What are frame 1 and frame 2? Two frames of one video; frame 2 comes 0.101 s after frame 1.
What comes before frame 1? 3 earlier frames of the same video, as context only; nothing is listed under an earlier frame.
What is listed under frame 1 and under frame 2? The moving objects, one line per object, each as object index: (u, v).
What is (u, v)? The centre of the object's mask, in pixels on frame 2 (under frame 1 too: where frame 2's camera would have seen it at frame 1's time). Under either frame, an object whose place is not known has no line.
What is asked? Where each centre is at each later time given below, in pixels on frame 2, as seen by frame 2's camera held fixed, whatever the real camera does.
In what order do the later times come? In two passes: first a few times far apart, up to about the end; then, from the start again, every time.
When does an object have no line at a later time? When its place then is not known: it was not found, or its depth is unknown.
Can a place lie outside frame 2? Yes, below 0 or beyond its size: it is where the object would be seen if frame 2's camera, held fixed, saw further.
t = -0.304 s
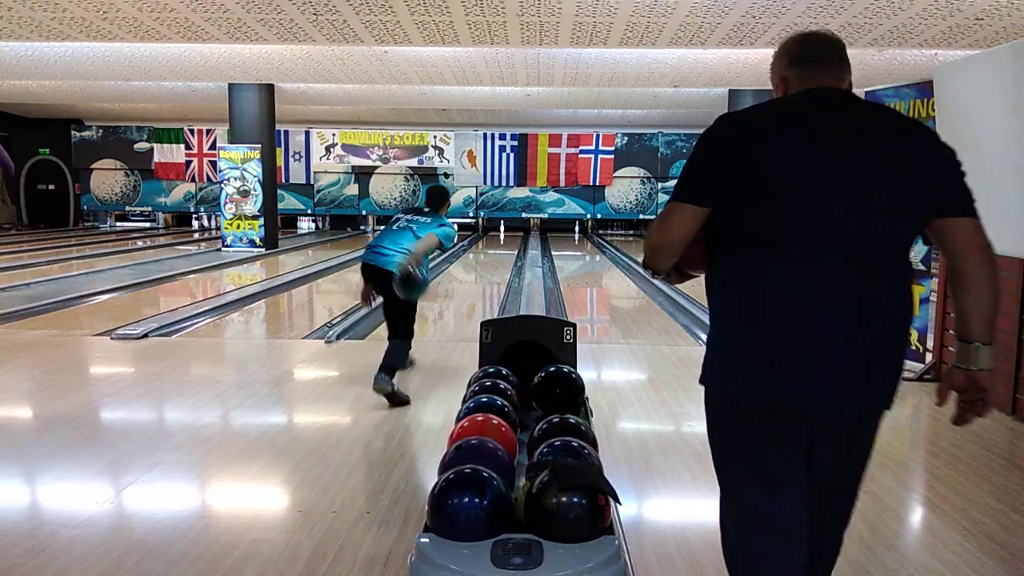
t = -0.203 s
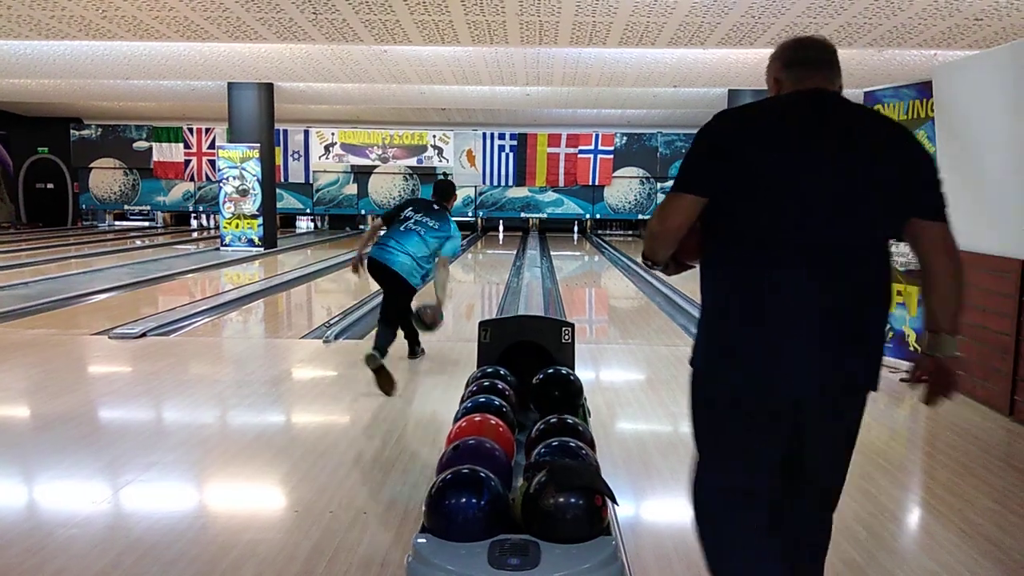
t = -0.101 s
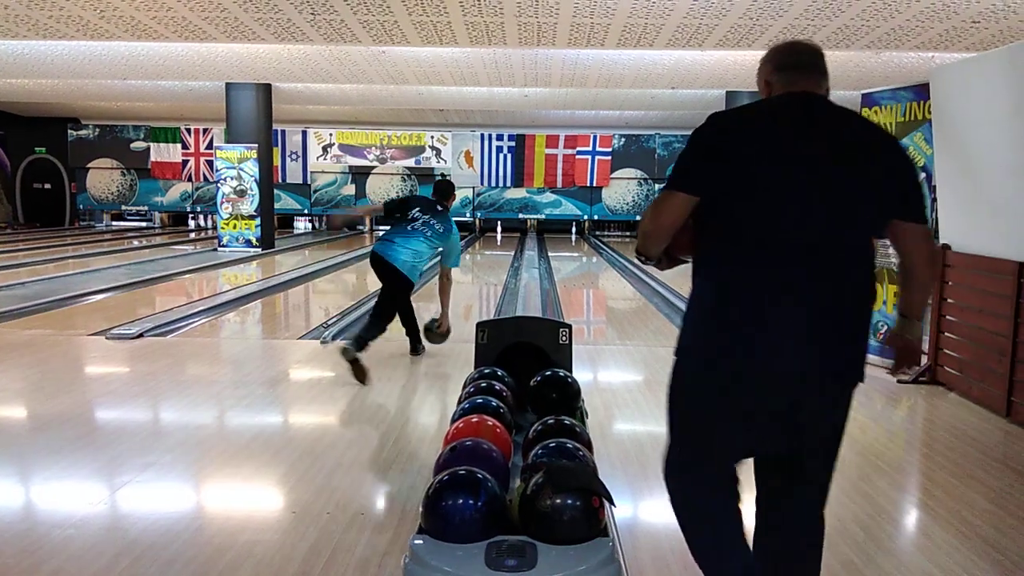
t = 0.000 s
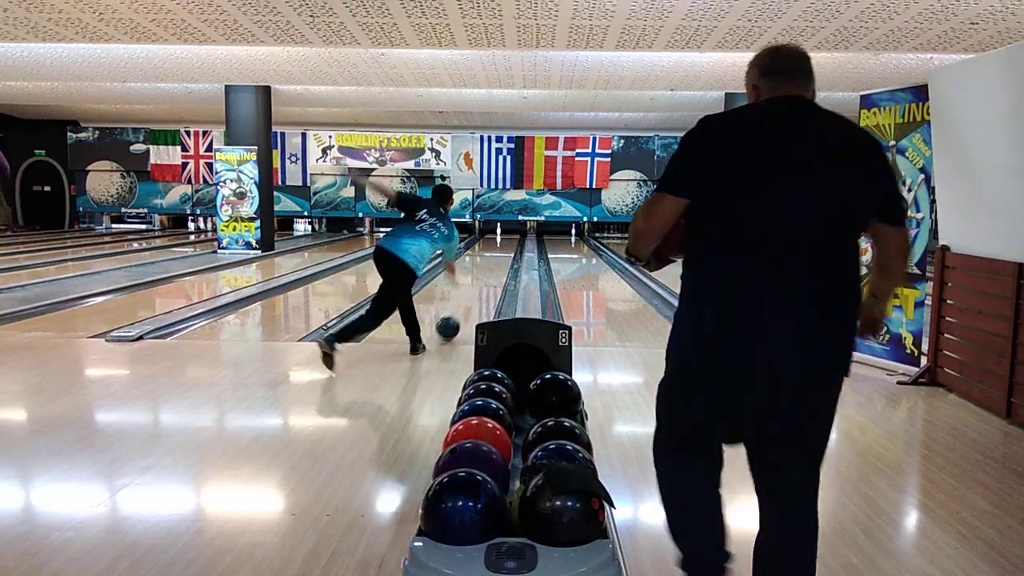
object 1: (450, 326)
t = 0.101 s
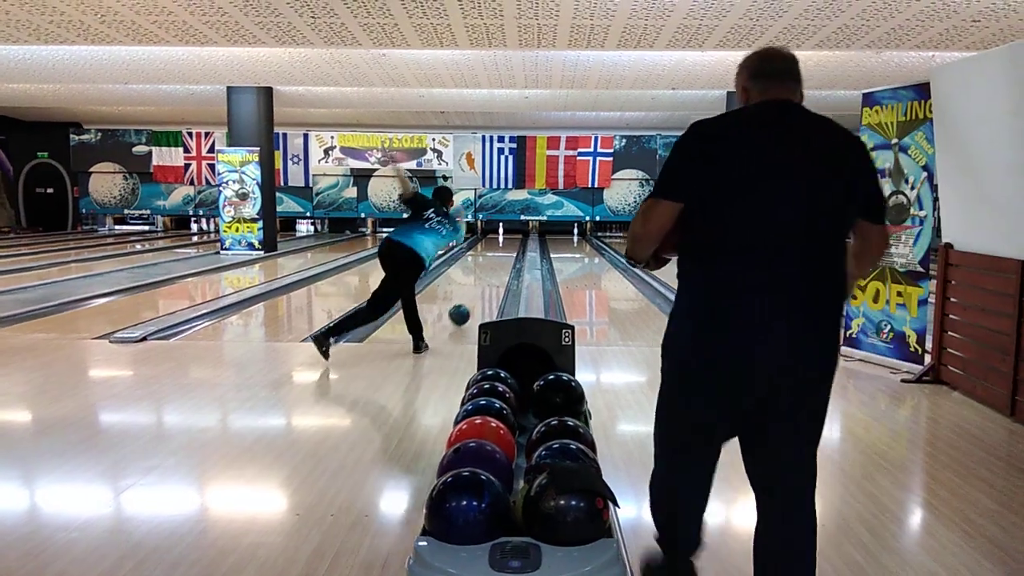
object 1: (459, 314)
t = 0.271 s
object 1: (470, 299)
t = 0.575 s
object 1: (483, 279)
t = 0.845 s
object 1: (491, 267)
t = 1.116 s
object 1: (496, 257)
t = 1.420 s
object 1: (501, 250)
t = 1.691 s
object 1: (504, 244)
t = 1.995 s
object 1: (505, 240)
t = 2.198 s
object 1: (505, 237)
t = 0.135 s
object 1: (461, 312)
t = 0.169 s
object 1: (464, 308)
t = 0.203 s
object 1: (466, 304)
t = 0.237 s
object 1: (468, 302)
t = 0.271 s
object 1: (470, 299)
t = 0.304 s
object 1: (472, 296)
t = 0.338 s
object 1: (473, 293)
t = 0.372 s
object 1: (475, 291)
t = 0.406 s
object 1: (476, 289)
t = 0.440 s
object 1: (478, 287)
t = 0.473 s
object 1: (479, 285)
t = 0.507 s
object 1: (481, 283)
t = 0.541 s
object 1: (482, 281)
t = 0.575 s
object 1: (483, 279)
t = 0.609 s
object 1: (484, 277)
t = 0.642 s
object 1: (485, 276)
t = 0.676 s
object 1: (486, 274)
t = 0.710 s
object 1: (487, 272)
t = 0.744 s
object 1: (488, 271)
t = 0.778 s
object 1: (489, 269)
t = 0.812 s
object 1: (490, 268)
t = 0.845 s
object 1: (491, 267)
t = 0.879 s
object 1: (492, 265)
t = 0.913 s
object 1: (492, 264)
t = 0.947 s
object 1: (493, 263)
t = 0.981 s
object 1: (494, 262)
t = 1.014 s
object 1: (494, 261)
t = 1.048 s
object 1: (495, 259)
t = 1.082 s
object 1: (496, 258)
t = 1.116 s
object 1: (496, 257)
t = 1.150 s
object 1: (497, 256)
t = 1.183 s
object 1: (498, 255)
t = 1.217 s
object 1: (498, 255)
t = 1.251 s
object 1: (498, 254)
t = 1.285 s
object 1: (499, 253)
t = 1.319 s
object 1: (500, 252)
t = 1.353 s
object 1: (500, 251)
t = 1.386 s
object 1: (500, 250)
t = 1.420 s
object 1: (501, 250)
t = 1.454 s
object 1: (501, 248)
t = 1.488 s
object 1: (502, 248)
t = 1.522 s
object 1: (502, 247)
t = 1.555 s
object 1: (503, 247)
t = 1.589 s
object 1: (503, 246)
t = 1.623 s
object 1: (503, 245)
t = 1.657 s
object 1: (504, 244)
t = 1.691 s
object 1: (504, 244)
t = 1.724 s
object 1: (504, 244)
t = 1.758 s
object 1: (504, 243)
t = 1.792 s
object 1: (505, 242)
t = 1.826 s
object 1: (505, 242)
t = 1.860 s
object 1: (505, 242)
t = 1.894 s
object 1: (505, 241)
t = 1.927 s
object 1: (505, 241)
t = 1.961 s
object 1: (506, 240)
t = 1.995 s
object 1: (505, 240)
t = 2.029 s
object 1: (505, 240)
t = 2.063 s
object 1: (505, 239)
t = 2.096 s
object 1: (505, 239)
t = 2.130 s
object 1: (505, 239)
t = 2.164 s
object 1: (505, 238)
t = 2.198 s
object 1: (505, 237)
